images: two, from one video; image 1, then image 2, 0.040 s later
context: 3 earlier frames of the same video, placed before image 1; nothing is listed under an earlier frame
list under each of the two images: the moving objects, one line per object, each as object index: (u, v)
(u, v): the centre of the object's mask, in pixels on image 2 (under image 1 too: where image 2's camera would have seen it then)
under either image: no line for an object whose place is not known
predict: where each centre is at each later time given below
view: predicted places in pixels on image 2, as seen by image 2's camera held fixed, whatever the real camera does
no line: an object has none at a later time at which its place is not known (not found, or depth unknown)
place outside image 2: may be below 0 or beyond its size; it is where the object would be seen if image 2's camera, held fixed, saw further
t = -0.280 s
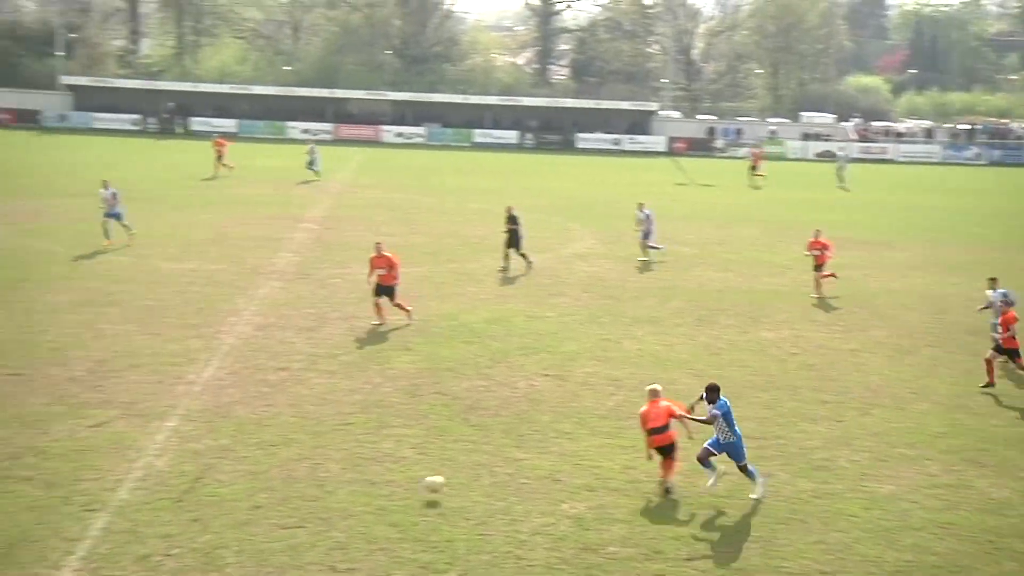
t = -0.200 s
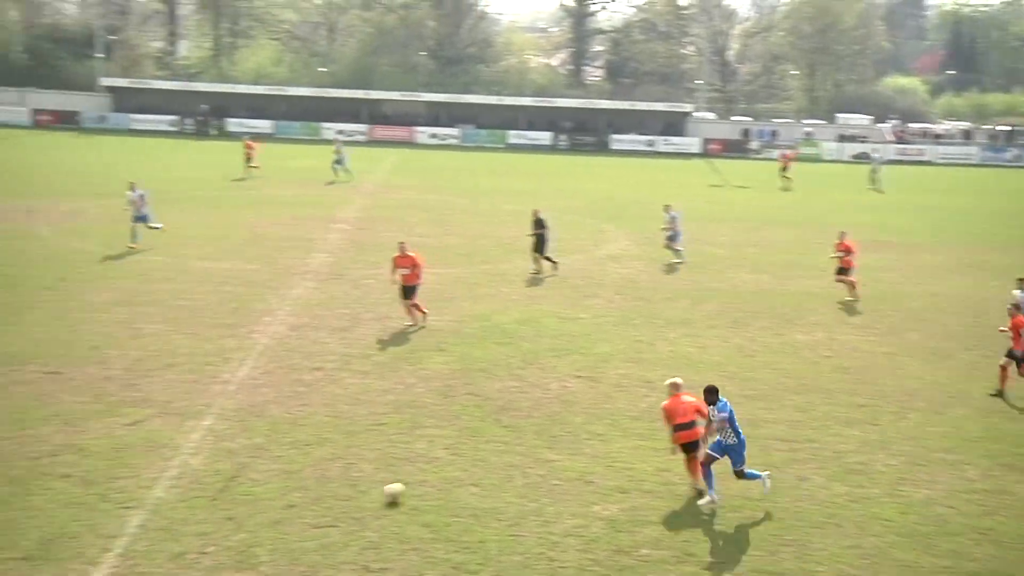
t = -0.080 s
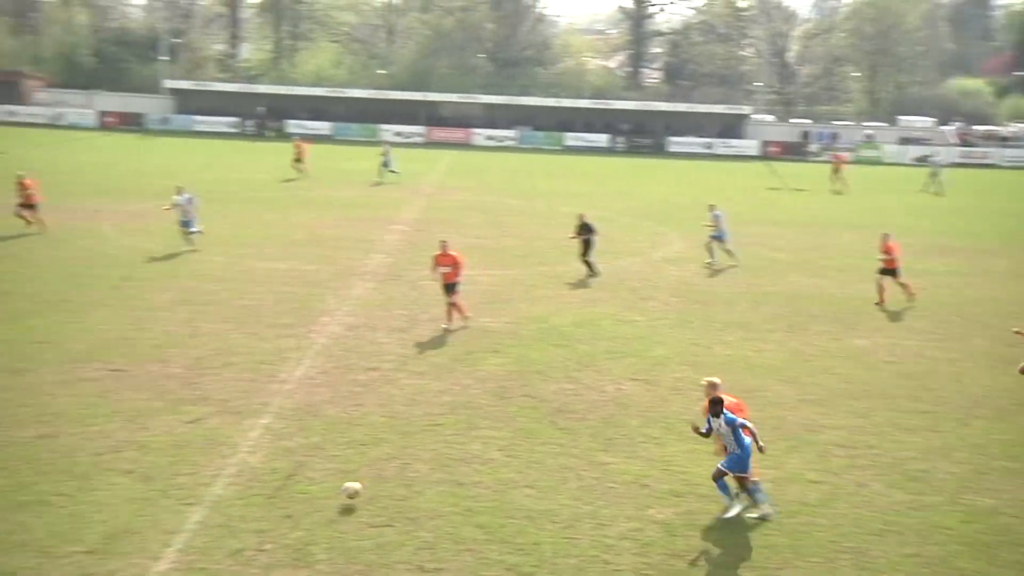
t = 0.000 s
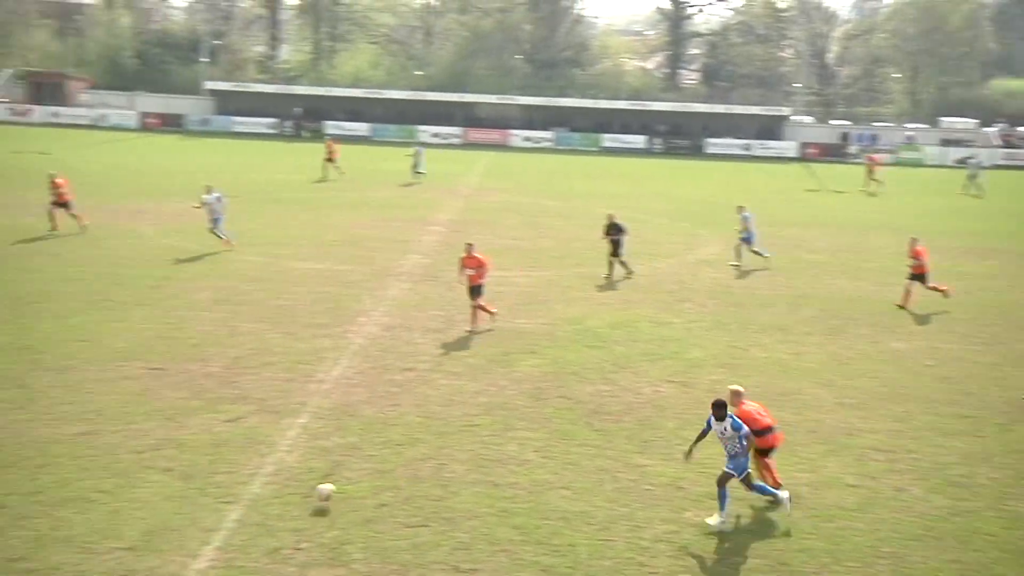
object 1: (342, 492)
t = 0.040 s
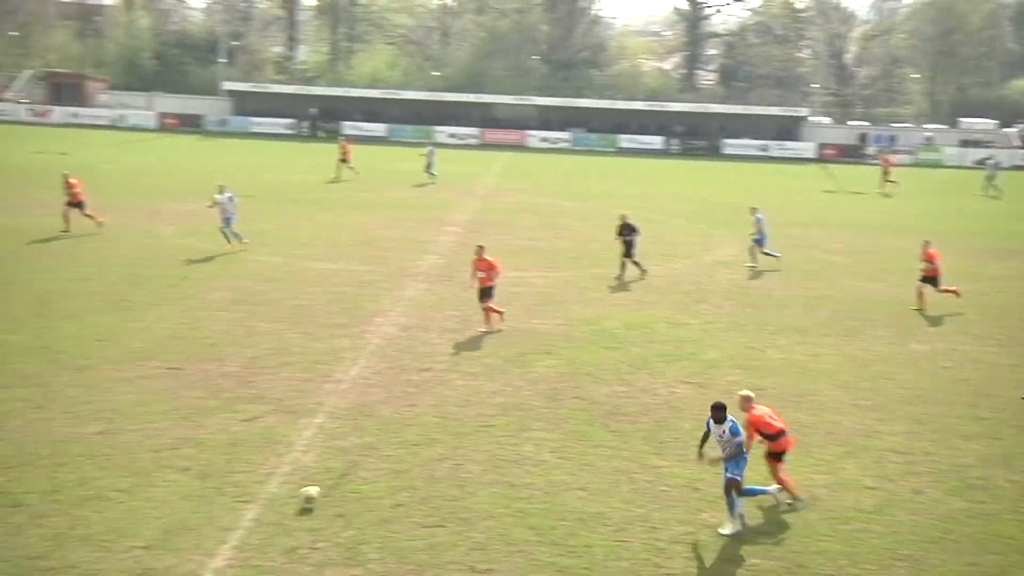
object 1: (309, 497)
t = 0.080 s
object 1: (279, 499)
